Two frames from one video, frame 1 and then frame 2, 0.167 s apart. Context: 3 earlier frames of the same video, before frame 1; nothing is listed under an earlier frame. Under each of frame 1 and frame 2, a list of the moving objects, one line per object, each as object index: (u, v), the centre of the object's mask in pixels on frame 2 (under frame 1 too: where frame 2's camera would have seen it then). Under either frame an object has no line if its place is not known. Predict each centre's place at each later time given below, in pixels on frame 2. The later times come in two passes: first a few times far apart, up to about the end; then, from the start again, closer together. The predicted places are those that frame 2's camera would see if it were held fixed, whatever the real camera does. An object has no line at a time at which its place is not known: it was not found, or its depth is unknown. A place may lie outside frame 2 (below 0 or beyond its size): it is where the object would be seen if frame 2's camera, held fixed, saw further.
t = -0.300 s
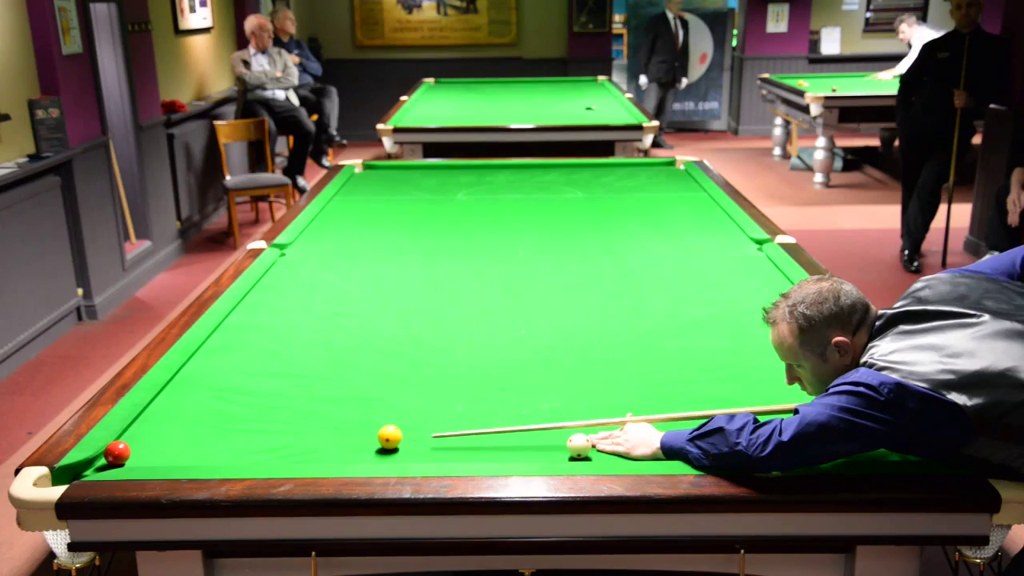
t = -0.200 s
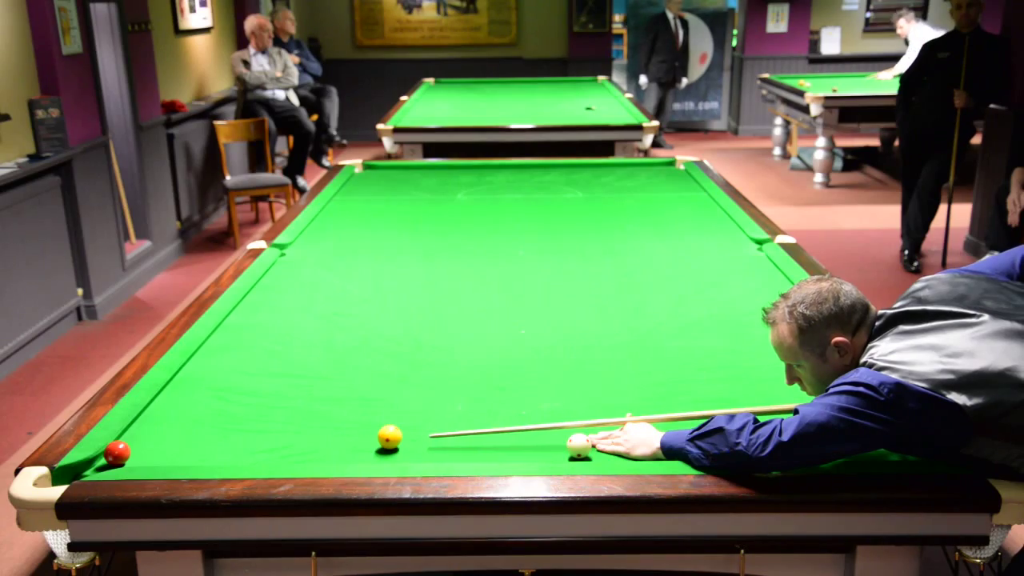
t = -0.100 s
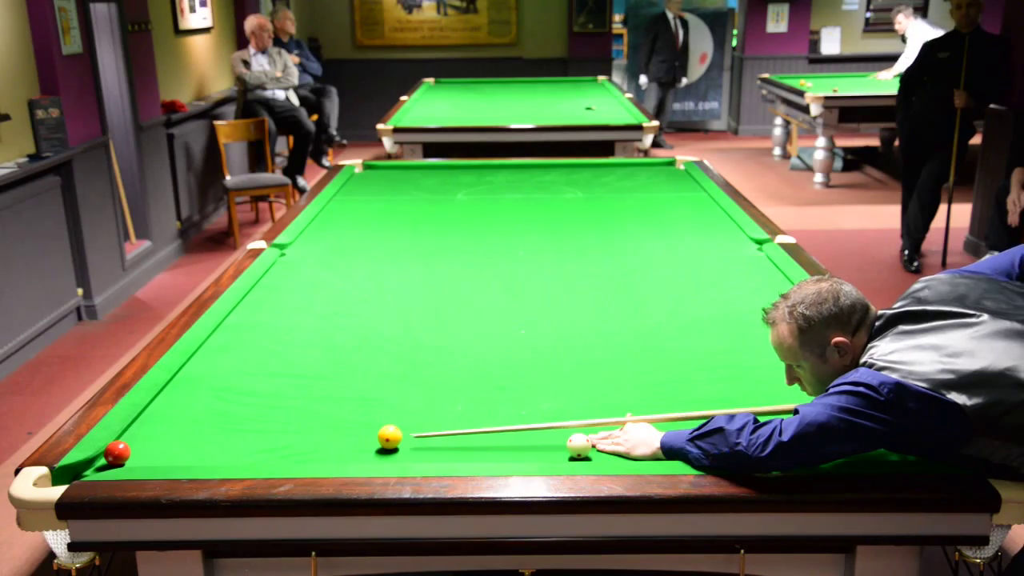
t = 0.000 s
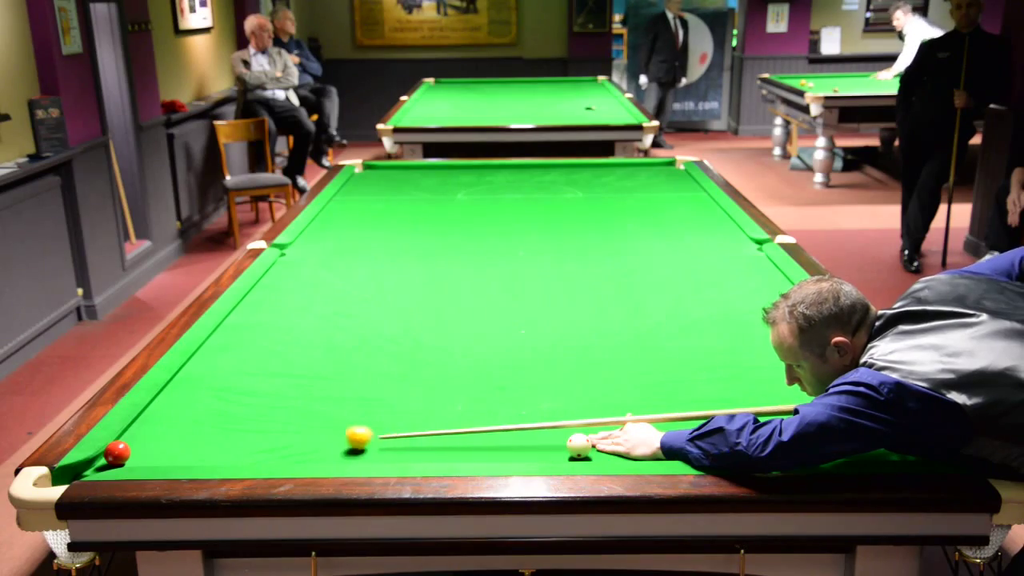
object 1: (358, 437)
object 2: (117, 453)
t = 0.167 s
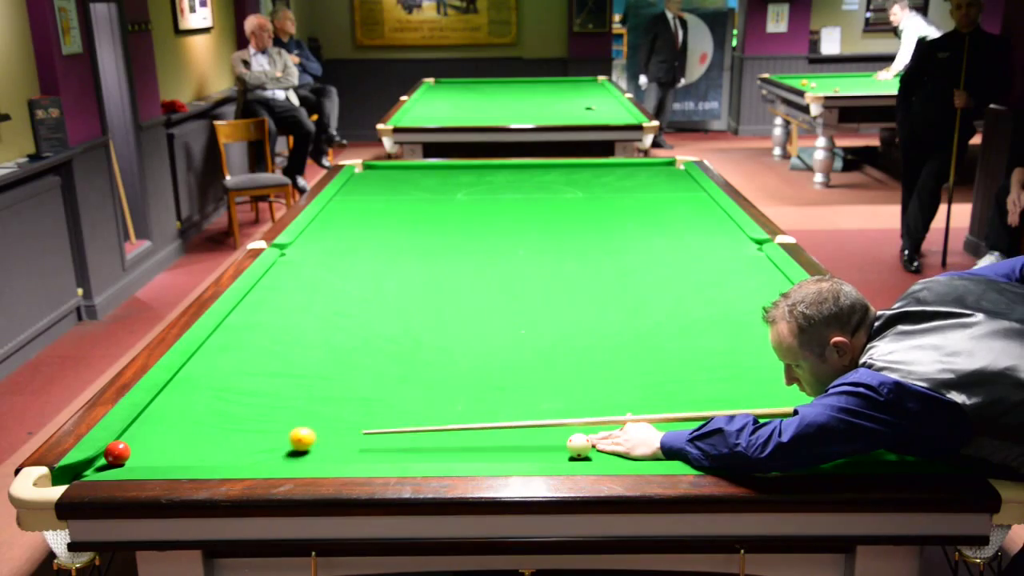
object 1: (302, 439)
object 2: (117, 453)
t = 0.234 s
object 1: (282, 439)
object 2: (117, 453)
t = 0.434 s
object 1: (222, 441)
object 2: (117, 453)
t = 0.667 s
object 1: (154, 443)
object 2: (117, 453)
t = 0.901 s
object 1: (146, 435)
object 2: (105, 460)
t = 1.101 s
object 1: (179, 427)
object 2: (96, 465)
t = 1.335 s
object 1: (214, 418)
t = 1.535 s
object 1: (240, 411)
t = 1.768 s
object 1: (269, 404)
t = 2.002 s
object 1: (294, 397)
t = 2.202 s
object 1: (314, 392)
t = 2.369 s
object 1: (323, 386)
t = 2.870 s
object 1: (367, 379)
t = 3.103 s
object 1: (383, 375)
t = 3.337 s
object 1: (395, 372)
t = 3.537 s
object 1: (405, 370)
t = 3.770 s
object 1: (415, 368)
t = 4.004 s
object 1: (423, 366)
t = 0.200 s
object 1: (292, 439)
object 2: (117, 453)
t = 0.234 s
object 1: (282, 439)
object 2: (117, 453)
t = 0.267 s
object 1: (272, 439)
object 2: (117, 453)
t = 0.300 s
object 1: (262, 440)
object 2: (117, 453)
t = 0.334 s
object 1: (252, 440)
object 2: (117, 453)
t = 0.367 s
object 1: (242, 440)
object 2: (117, 453)
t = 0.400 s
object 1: (232, 440)
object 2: (117, 453)
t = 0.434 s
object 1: (222, 441)
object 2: (117, 453)
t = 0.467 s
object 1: (212, 441)
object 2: (117, 453)
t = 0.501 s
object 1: (202, 441)
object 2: (117, 453)
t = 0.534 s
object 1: (192, 442)
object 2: (117, 453)
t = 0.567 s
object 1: (183, 442)
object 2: (117, 453)
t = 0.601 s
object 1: (173, 442)
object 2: (117, 453)
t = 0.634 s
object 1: (164, 442)
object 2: (117, 453)
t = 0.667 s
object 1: (154, 443)
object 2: (117, 453)
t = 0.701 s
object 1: (144, 443)
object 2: (117, 453)
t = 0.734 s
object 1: (137, 442)
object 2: (115, 454)
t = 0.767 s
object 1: (131, 441)
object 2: (111, 455)
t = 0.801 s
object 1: (128, 440)
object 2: (108, 456)
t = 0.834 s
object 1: (134, 438)
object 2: (107, 457)
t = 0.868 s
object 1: (141, 437)
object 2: (106, 459)
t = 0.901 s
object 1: (146, 435)
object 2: (105, 460)
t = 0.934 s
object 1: (152, 434)
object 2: (103, 460)
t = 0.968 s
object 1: (157, 432)
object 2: (102, 461)
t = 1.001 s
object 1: (163, 431)
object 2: (101, 462)
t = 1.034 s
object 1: (169, 429)
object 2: (100, 463)
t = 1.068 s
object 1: (174, 428)
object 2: (98, 464)
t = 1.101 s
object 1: (179, 427)
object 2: (96, 465)
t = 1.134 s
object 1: (184, 425)
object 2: (94, 467)
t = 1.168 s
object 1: (189, 424)
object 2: (90, 469)
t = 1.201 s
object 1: (194, 423)
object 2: (86, 473)
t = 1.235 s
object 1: (199, 421)
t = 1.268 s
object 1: (204, 420)
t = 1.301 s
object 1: (209, 419)
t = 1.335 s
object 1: (214, 418)
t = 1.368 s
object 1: (218, 417)
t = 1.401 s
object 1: (223, 415)
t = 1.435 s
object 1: (227, 414)
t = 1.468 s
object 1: (231, 413)
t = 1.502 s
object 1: (236, 412)
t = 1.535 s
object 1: (240, 411)
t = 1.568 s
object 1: (244, 410)
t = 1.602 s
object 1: (249, 409)
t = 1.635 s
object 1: (253, 408)
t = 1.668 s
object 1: (257, 407)
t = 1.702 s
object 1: (261, 405)
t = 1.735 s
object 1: (265, 405)
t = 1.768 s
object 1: (269, 404)
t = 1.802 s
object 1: (272, 403)
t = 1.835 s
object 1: (276, 402)
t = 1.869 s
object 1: (280, 401)
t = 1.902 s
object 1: (283, 400)
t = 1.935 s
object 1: (287, 399)
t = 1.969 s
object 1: (291, 398)
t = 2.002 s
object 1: (294, 397)
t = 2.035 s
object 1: (297, 396)
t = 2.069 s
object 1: (301, 395)
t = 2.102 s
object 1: (304, 395)
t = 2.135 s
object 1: (307, 394)
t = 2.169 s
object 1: (311, 393)
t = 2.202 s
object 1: (314, 392)
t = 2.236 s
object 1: (317, 391)
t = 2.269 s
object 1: (320, 390)
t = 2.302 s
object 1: (323, 390)
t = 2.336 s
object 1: (326, 389)
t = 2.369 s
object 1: (323, 386)
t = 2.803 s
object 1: (369, 377)
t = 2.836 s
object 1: (365, 379)
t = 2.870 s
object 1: (367, 379)
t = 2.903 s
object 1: (370, 378)
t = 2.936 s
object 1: (372, 378)
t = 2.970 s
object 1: (374, 377)
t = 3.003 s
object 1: (376, 377)
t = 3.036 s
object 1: (378, 376)
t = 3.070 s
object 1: (381, 376)
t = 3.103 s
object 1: (383, 375)
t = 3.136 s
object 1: (384, 375)
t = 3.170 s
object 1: (386, 374)
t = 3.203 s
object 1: (388, 374)
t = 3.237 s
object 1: (390, 373)
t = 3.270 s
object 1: (392, 373)
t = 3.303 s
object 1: (394, 373)
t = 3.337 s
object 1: (395, 372)
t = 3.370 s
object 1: (397, 372)
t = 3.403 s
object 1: (399, 371)
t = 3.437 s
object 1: (401, 371)
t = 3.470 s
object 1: (402, 371)
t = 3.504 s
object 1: (404, 370)
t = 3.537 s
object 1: (405, 370)
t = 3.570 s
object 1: (407, 369)
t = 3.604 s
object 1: (408, 369)
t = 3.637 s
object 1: (410, 369)
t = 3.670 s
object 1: (411, 368)
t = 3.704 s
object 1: (412, 368)
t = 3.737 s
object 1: (414, 368)
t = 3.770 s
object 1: (415, 368)
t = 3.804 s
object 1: (416, 367)
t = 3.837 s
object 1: (417, 367)
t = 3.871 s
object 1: (419, 367)
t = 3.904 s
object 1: (420, 367)
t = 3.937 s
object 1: (421, 367)
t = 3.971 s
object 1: (422, 366)
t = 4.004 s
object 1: (423, 366)
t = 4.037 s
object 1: (424, 366)
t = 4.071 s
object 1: (425, 366)
